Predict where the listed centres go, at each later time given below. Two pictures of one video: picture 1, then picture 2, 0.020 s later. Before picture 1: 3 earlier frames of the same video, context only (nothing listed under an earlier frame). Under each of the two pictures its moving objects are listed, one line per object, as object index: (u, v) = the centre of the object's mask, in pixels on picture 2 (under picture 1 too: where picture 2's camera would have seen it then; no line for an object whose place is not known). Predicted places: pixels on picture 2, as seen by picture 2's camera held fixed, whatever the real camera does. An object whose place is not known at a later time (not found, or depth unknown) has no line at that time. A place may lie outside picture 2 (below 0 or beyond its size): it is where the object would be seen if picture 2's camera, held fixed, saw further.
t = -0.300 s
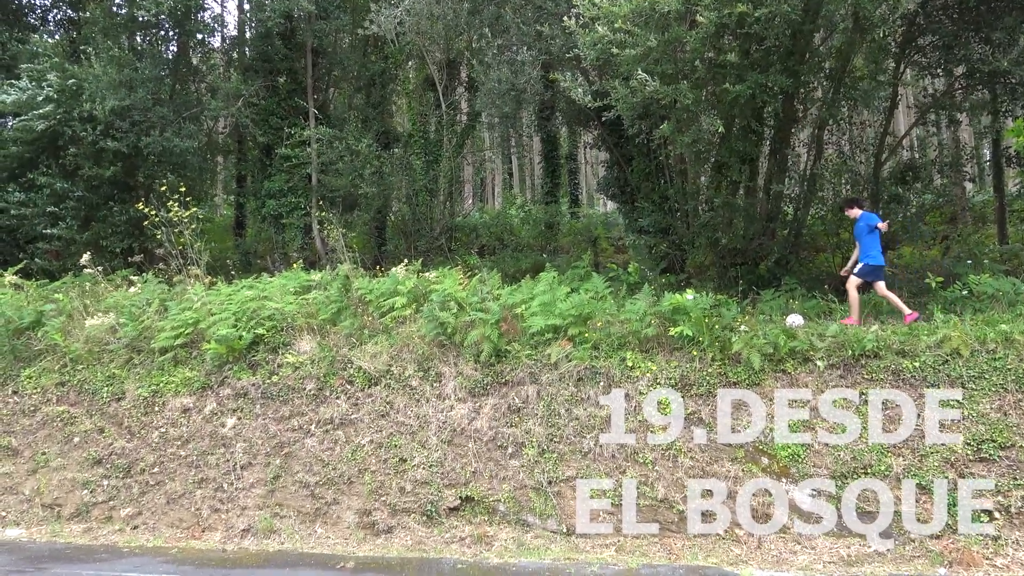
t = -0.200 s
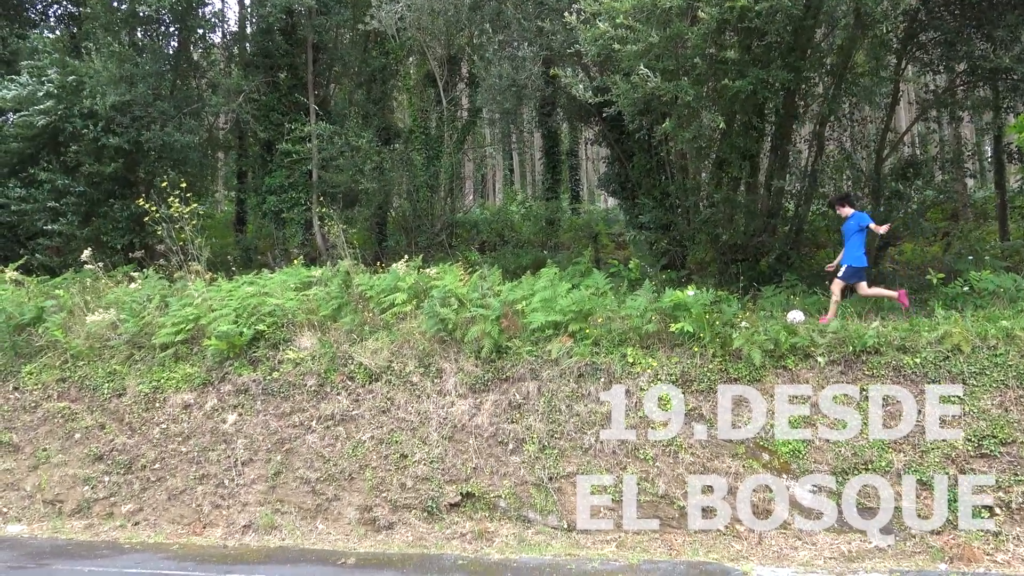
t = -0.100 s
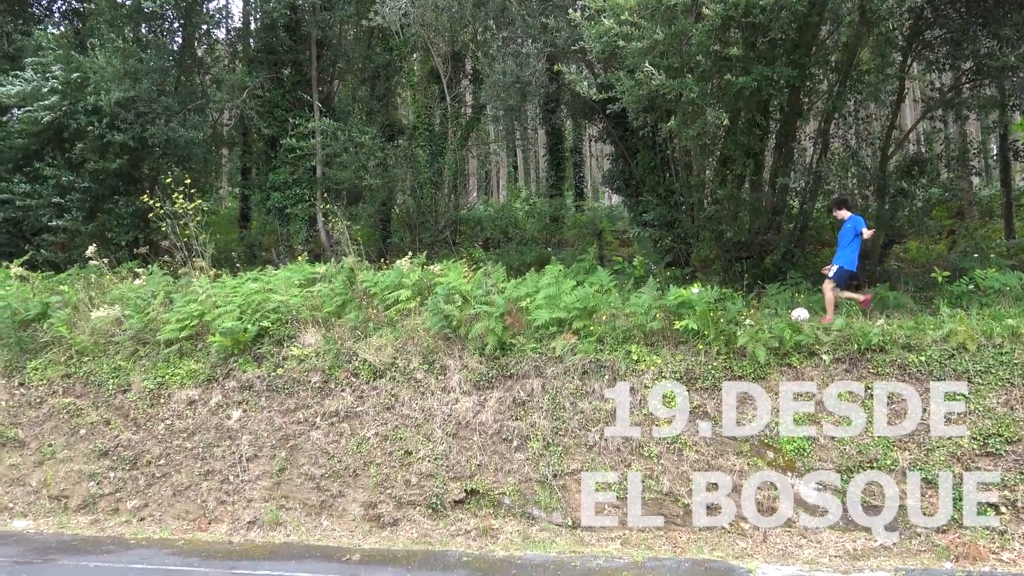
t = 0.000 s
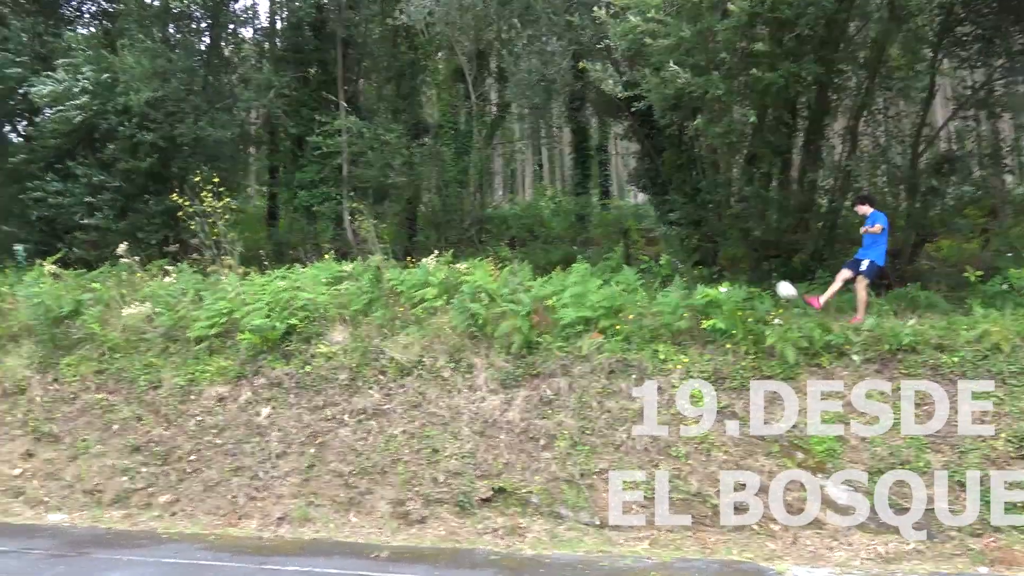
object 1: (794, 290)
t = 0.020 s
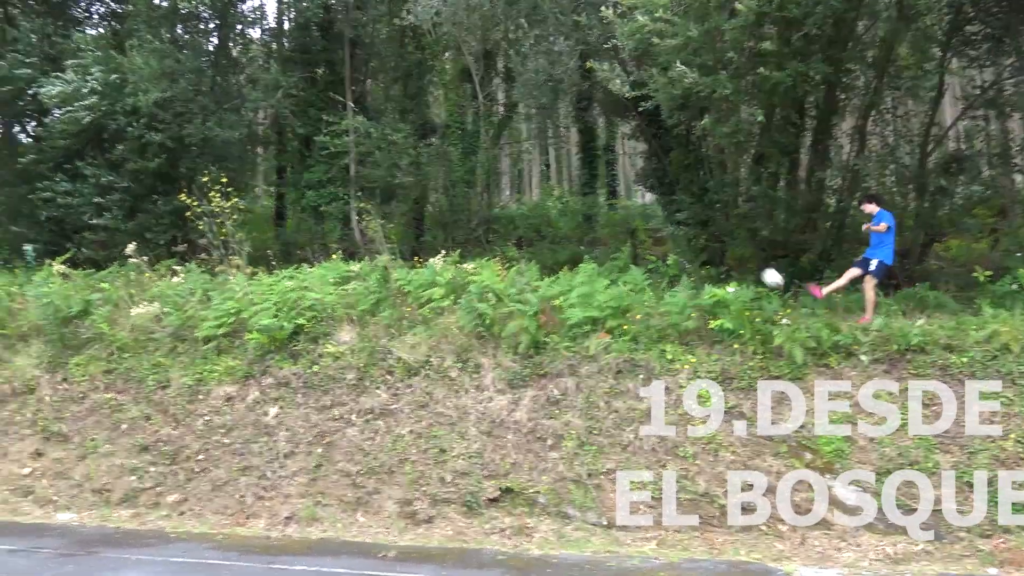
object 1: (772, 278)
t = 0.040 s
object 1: (750, 266)
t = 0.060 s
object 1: (728, 254)
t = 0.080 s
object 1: (707, 242)
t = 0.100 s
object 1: (685, 230)
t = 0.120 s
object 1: (664, 219)
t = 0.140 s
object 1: (643, 207)
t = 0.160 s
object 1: (621, 196)
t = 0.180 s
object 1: (599, 185)
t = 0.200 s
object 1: (577, 175)
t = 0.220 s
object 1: (554, 164)
